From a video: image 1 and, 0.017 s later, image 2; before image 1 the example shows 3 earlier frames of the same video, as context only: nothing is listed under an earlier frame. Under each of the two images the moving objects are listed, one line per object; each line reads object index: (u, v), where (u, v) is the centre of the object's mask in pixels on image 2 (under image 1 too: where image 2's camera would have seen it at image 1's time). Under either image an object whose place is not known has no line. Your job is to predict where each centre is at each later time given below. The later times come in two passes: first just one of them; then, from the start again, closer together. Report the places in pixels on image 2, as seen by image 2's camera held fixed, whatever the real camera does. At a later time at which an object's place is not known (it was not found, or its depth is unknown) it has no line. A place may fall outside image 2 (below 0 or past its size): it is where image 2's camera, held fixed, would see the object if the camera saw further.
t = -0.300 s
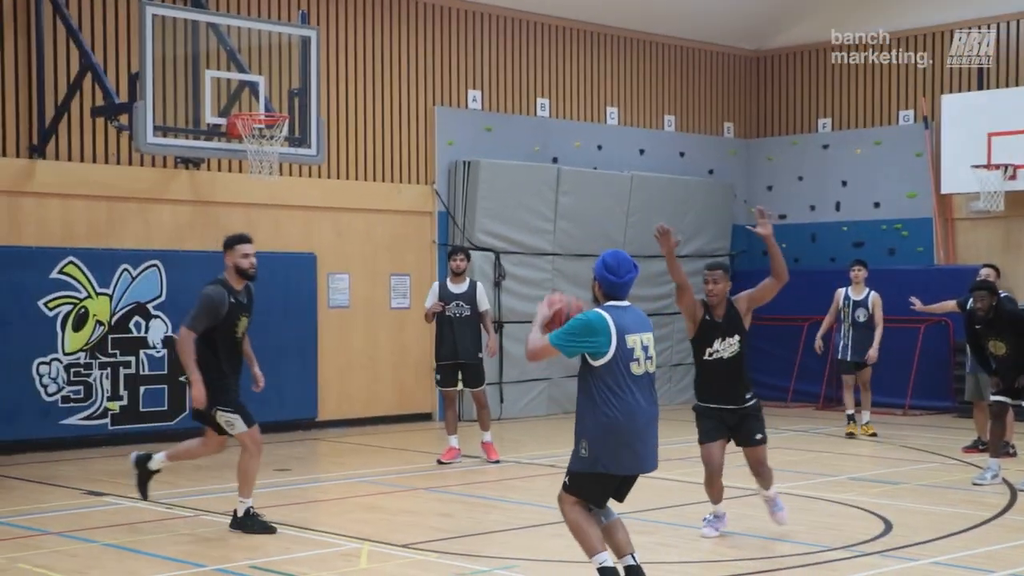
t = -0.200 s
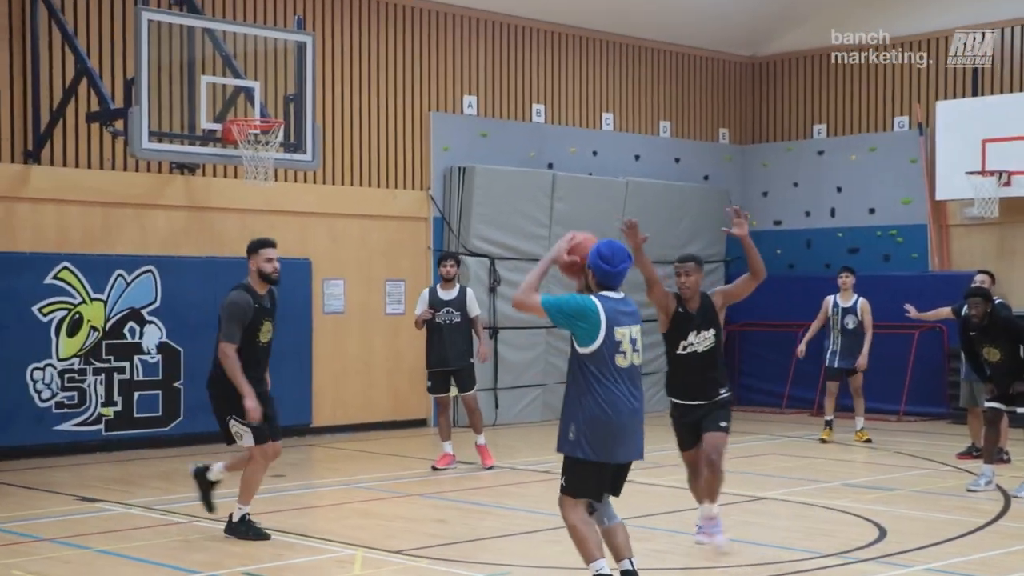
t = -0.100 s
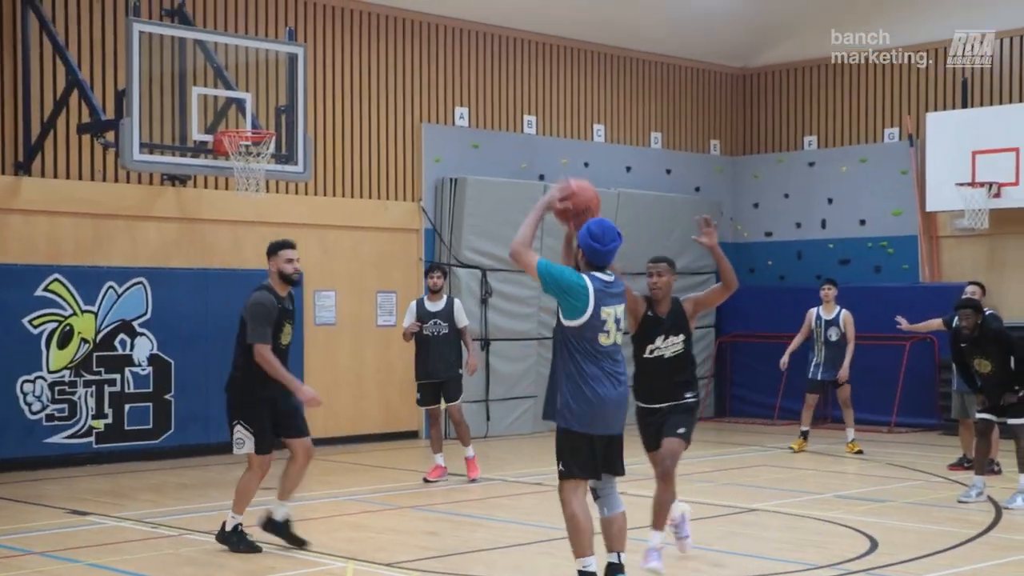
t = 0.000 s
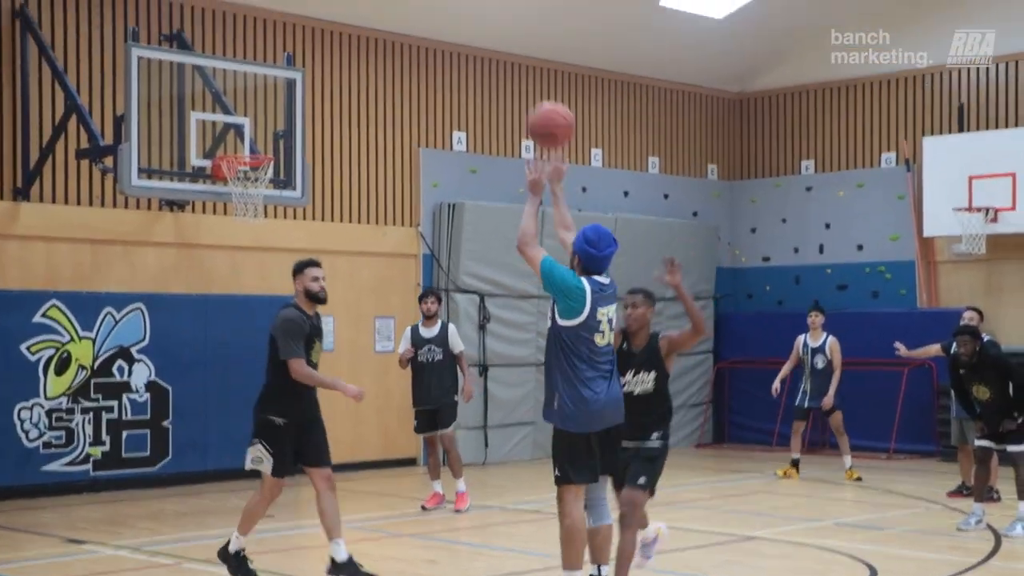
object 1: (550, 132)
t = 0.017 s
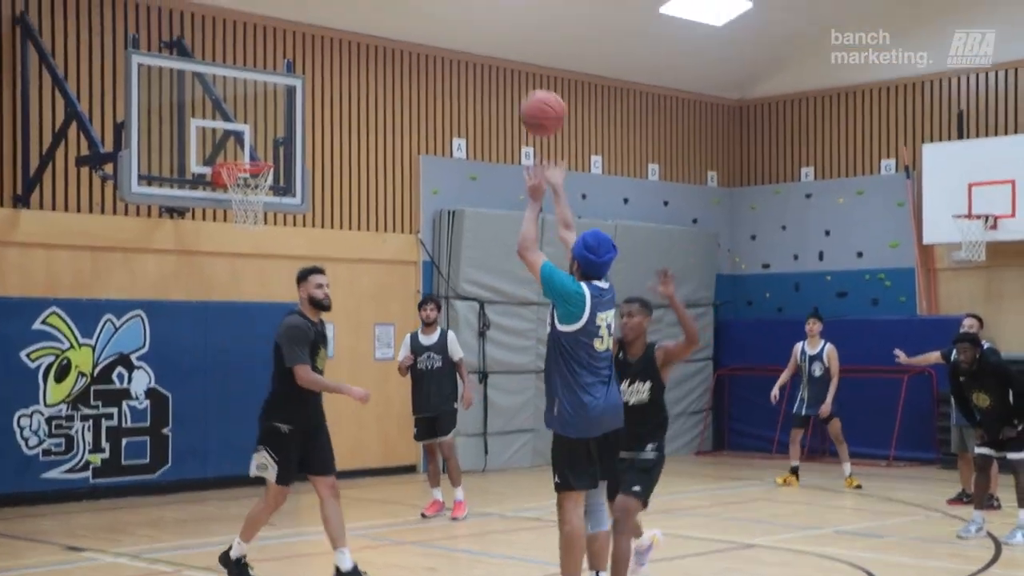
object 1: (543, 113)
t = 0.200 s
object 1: (466, -42)
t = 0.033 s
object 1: (535, 95)
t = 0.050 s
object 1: (528, 77)
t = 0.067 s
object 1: (520, 61)
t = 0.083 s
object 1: (513, 47)
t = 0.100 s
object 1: (505, 32)
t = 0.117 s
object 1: (498, 18)
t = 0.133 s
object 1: (491, 4)
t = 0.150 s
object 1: (485, -8)
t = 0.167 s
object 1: (479, -20)
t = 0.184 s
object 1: (473, -31)
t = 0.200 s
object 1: (466, -42)
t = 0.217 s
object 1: (460, -52)
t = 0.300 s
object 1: (431, -87)
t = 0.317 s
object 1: (426, -89)
